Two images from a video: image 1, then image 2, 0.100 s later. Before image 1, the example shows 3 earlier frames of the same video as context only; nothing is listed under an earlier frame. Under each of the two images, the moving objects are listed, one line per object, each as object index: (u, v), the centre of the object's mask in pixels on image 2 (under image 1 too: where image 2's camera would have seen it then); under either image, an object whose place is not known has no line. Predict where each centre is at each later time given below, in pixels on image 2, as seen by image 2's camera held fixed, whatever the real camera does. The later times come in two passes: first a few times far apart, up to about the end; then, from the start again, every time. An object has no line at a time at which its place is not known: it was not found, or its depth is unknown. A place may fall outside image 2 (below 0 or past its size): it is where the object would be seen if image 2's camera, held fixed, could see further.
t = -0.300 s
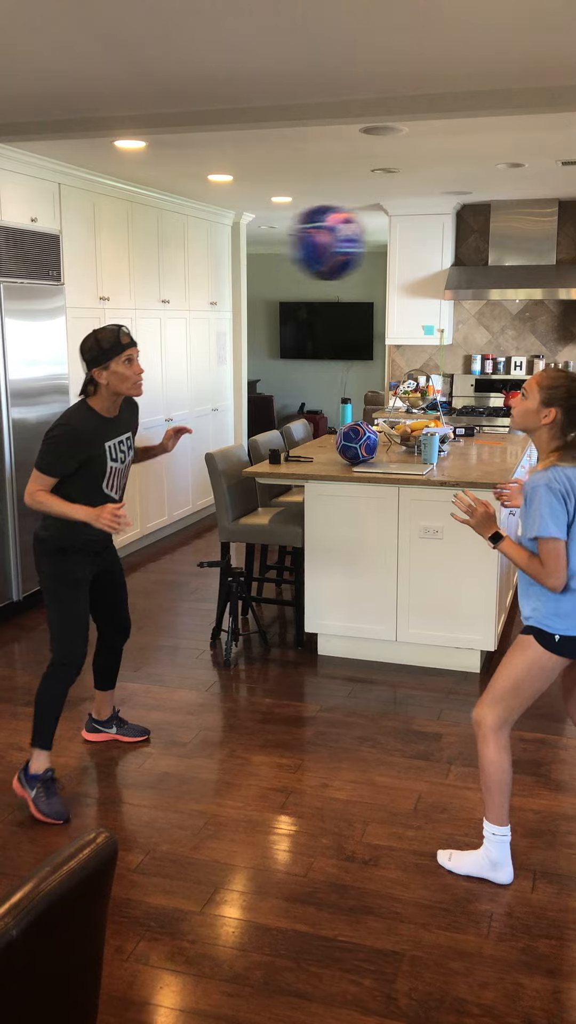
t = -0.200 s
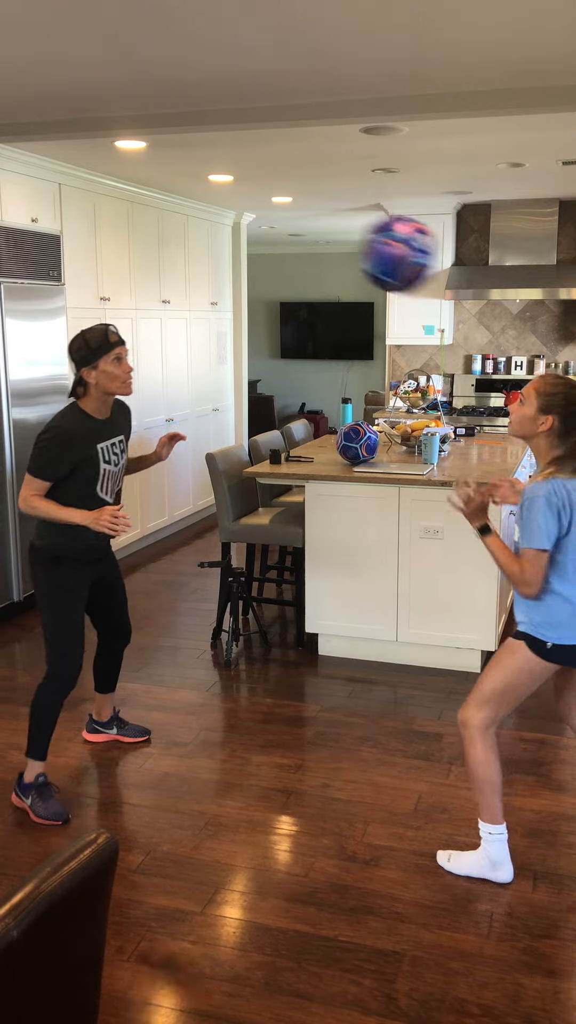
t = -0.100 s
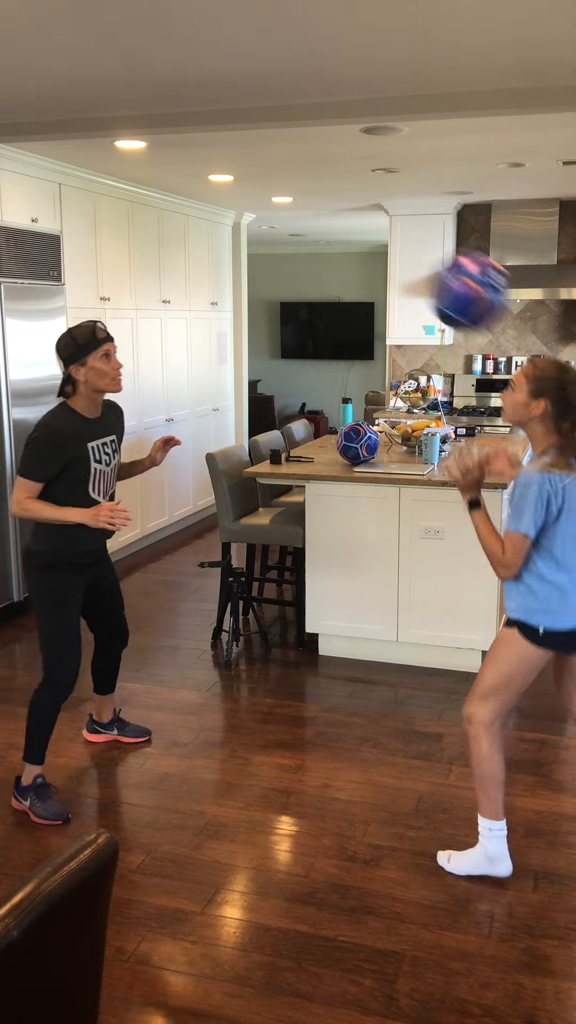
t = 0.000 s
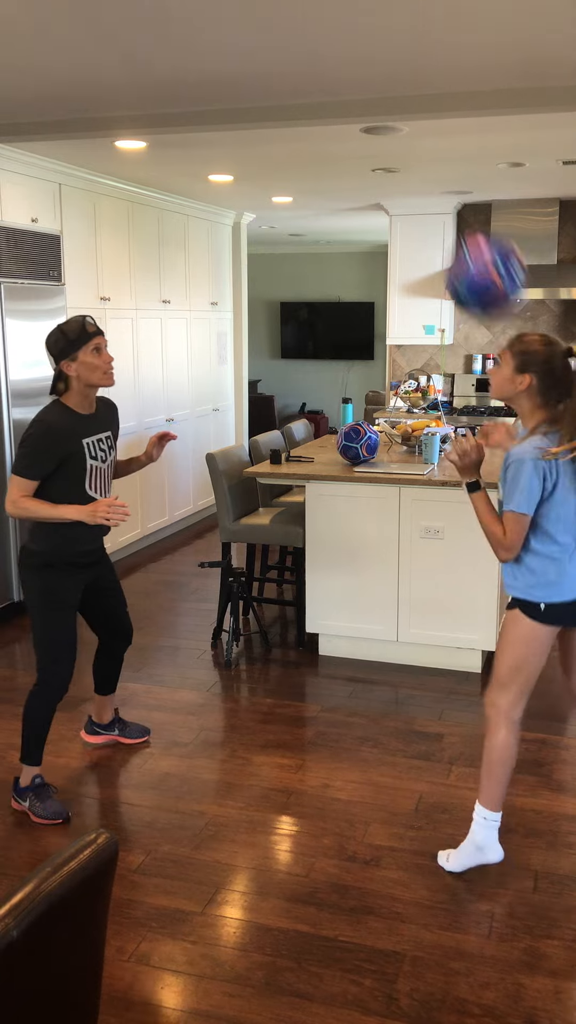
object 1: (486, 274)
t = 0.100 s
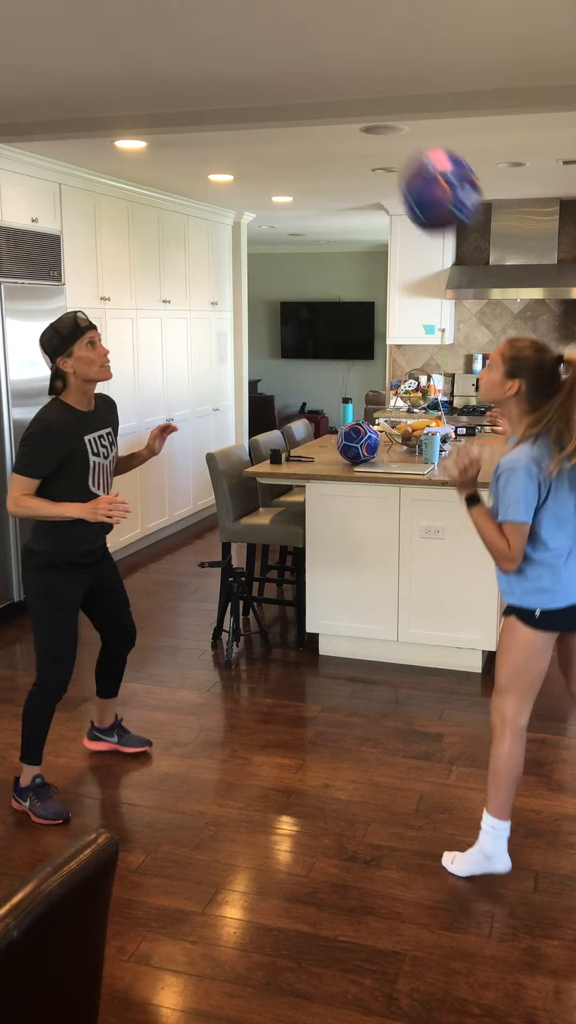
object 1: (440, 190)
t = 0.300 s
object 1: (351, 116)
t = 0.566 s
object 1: (250, 192)
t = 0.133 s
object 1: (424, 169)
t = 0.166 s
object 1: (411, 152)
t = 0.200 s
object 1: (395, 138)
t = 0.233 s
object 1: (381, 127)
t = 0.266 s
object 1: (366, 120)
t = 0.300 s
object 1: (351, 116)
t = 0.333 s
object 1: (337, 114)
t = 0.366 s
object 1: (324, 117)
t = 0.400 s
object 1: (311, 122)
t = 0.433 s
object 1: (297, 131)
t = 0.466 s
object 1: (285, 142)
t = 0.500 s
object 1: (273, 156)
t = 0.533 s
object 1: (262, 173)
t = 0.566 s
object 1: (250, 192)
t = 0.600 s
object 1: (240, 215)
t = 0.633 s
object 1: (230, 239)
